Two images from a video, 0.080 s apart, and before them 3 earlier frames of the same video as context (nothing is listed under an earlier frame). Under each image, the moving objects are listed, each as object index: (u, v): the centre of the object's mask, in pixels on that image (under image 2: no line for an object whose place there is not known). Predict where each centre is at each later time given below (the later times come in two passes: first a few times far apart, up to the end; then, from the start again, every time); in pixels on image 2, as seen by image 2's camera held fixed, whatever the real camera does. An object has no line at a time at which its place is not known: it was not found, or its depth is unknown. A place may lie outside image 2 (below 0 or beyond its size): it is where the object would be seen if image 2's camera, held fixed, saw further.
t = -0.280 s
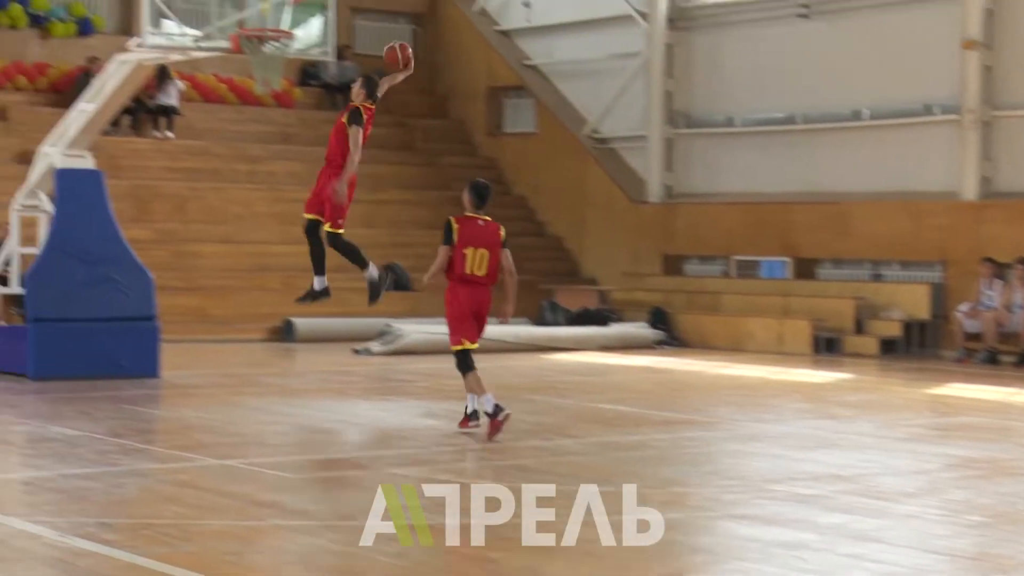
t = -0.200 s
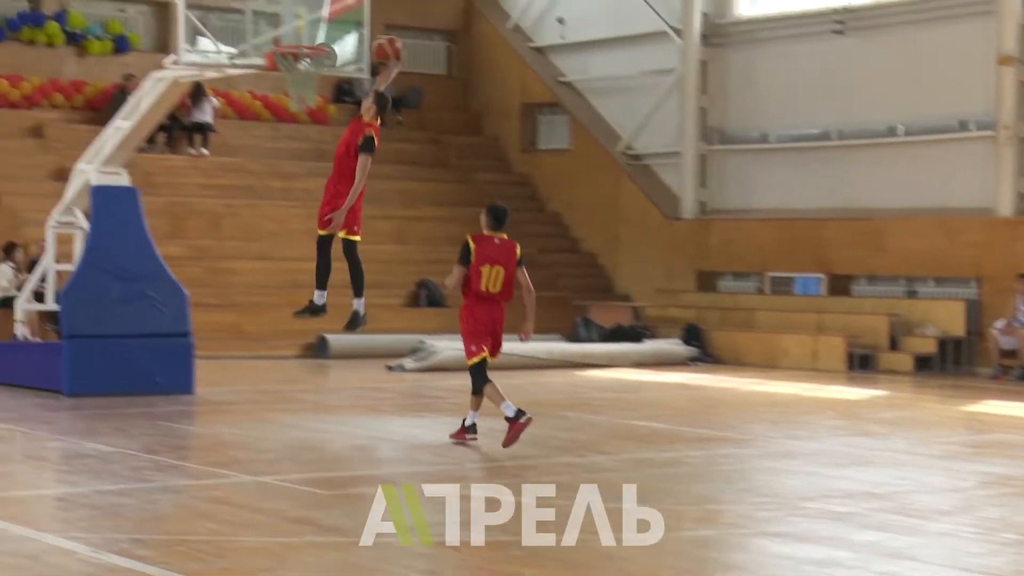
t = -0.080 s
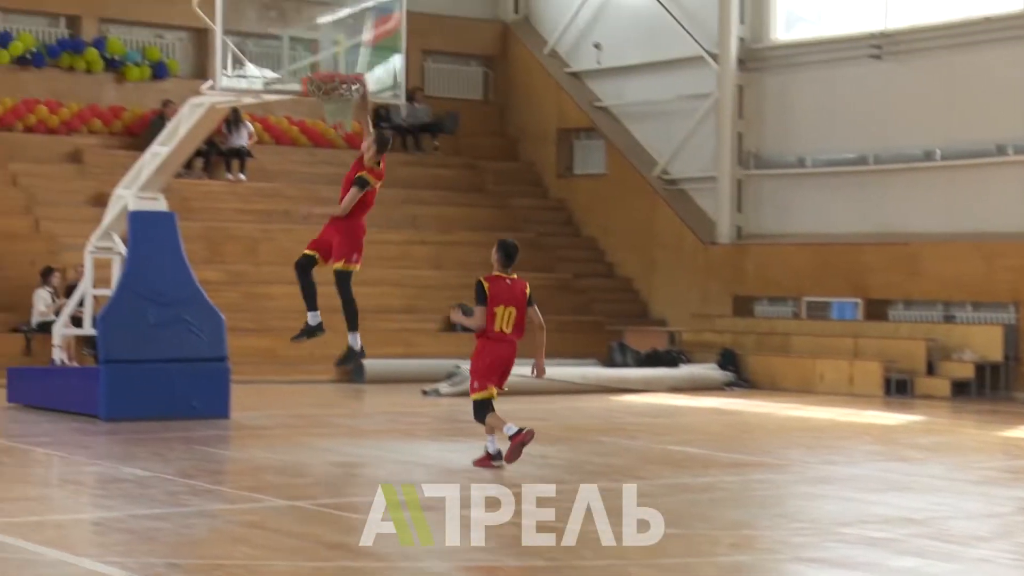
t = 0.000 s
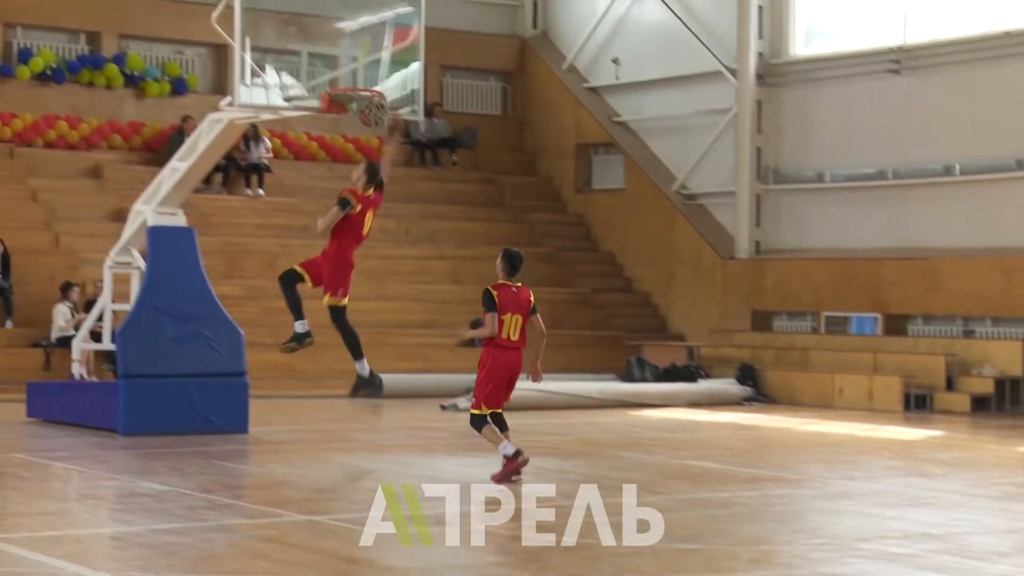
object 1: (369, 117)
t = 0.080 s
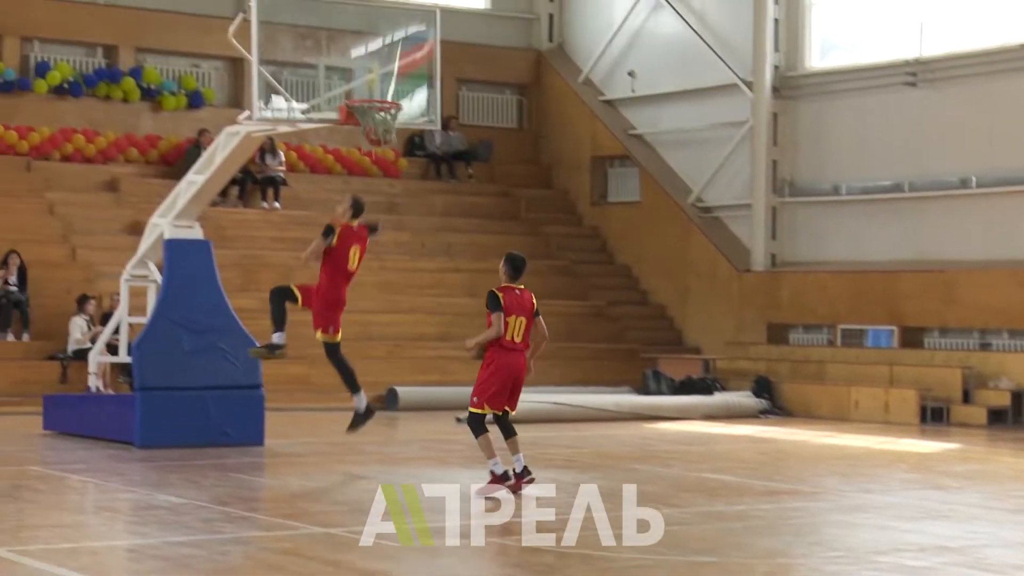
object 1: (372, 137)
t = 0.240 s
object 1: (361, 163)
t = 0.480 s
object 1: (334, 266)
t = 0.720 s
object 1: (306, 445)
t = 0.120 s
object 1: (368, 143)
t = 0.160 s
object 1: (367, 148)
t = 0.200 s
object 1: (365, 155)
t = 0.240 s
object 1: (361, 163)
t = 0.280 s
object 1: (356, 177)
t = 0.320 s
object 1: (351, 189)
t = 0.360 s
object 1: (348, 206)
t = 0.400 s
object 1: (343, 225)
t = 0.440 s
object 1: (340, 243)
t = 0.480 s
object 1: (334, 266)
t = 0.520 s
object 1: (330, 291)
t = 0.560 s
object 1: (324, 318)
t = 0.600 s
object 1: (319, 346)
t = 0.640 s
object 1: (315, 377)
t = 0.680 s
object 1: (311, 410)
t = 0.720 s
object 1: (306, 445)
